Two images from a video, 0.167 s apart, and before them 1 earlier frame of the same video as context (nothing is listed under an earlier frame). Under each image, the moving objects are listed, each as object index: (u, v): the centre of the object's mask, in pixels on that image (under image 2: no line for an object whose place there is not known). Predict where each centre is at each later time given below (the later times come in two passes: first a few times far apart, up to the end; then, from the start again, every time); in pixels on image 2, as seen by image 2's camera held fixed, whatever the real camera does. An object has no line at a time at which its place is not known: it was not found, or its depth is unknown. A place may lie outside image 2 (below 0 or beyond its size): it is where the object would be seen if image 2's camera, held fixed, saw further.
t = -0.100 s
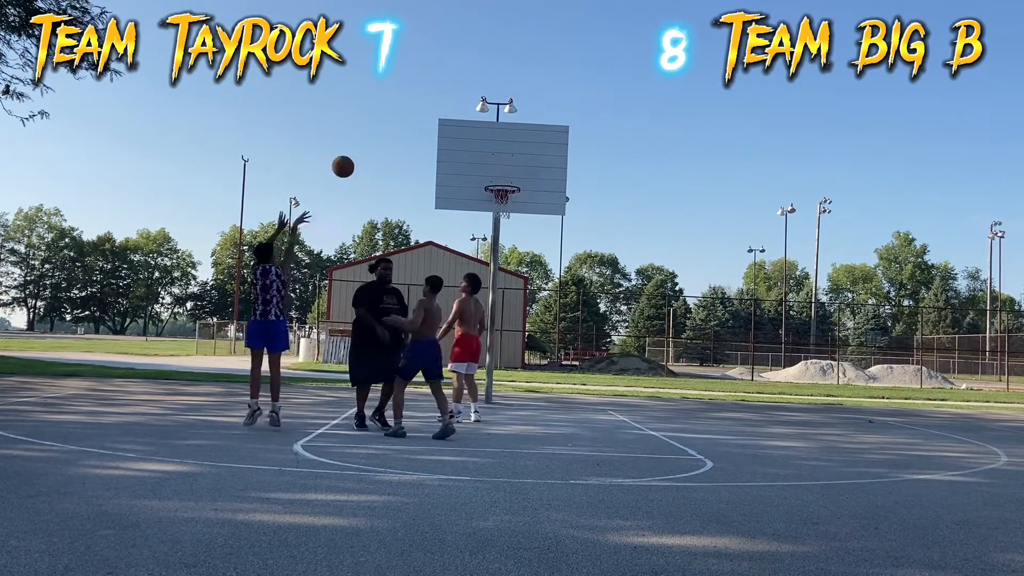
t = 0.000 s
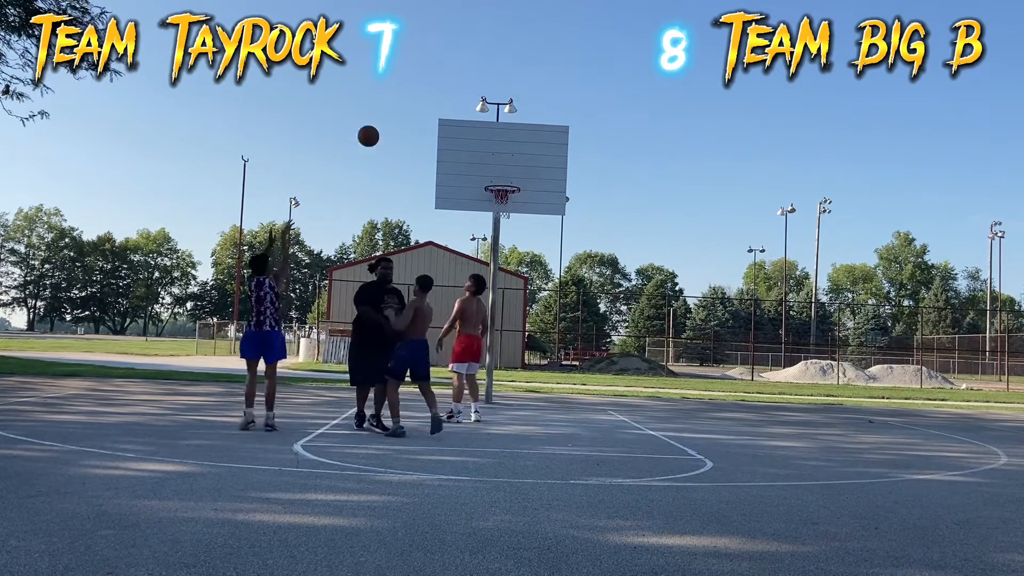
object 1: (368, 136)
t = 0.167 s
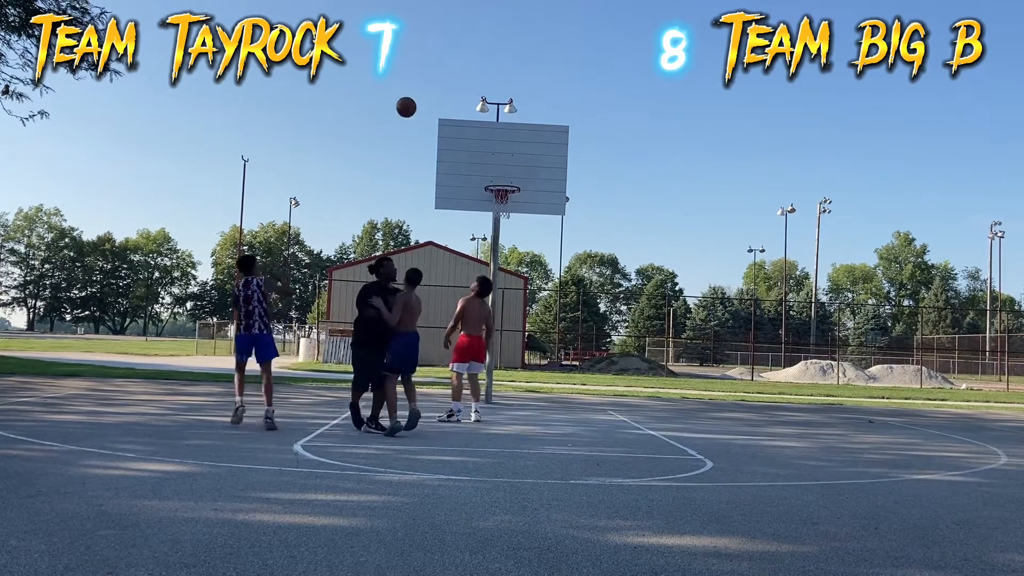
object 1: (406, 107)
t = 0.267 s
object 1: (426, 102)
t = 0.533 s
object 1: (473, 125)
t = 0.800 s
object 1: (507, 176)
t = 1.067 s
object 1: (508, 121)
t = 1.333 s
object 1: (508, 116)
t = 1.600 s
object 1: (505, 164)
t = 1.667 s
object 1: (504, 185)
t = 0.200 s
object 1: (413, 104)
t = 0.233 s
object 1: (420, 102)
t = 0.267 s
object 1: (426, 102)
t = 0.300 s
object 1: (433, 102)
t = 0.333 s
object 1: (439, 103)
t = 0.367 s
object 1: (445, 104)
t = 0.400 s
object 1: (451, 107)
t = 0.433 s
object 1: (456, 110)
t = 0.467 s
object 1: (462, 114)
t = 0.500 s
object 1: (468, 119)
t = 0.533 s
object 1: (473, 125)
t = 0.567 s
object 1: (478, 131)
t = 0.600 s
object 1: (483, 138)
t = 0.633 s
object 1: (488, 146)
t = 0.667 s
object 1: (493, 154)
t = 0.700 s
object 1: (498, 163)
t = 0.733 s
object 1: (502, 173)
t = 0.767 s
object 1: (506, 181)
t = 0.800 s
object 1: (507, 176)
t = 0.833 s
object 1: (507, 166)
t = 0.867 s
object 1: (508, 158)
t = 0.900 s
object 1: (508, 149)
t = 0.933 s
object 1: (508, 142)
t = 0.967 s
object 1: (508, 136)
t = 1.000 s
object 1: (508, 130)
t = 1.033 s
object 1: (508, 125)
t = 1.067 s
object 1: (508, 121)
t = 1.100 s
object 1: (509, 118)
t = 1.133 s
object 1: (509, 115)
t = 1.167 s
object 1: (509, 113)
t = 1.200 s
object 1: (509, 112)
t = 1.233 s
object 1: (508, 112)
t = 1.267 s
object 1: (508, 113)
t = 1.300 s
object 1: (508, 114)
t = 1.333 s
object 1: (508, 116)
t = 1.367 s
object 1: (508, 119)
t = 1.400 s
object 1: (507, 123)
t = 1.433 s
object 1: (507, 127)
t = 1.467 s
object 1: (507, 133)
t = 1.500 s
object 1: (506, 139)
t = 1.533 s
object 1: (506, 147)
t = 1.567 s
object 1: (505, 155)
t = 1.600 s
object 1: (505, 164)
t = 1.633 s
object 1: (504, 174)
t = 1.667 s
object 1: (504, 185)
